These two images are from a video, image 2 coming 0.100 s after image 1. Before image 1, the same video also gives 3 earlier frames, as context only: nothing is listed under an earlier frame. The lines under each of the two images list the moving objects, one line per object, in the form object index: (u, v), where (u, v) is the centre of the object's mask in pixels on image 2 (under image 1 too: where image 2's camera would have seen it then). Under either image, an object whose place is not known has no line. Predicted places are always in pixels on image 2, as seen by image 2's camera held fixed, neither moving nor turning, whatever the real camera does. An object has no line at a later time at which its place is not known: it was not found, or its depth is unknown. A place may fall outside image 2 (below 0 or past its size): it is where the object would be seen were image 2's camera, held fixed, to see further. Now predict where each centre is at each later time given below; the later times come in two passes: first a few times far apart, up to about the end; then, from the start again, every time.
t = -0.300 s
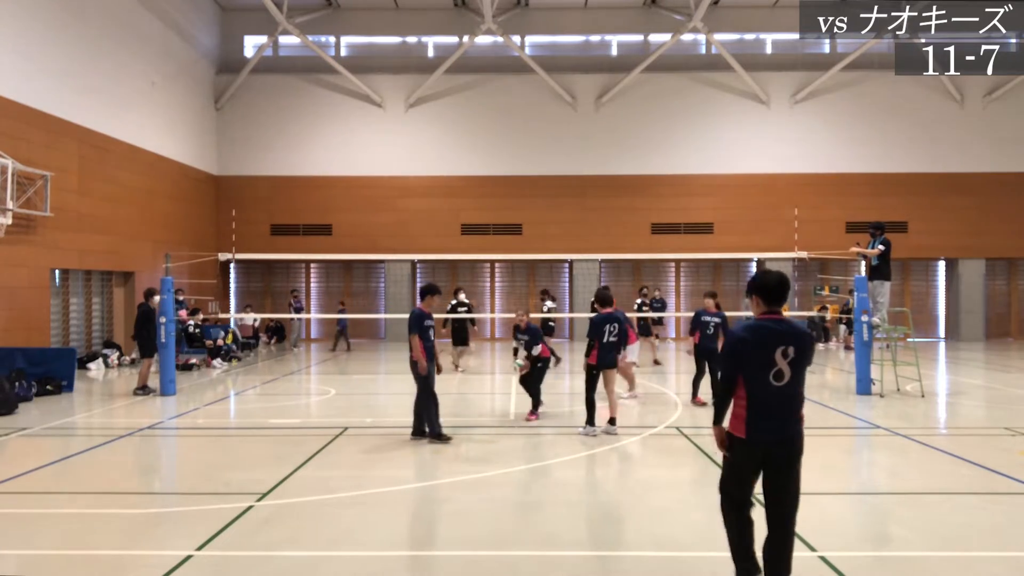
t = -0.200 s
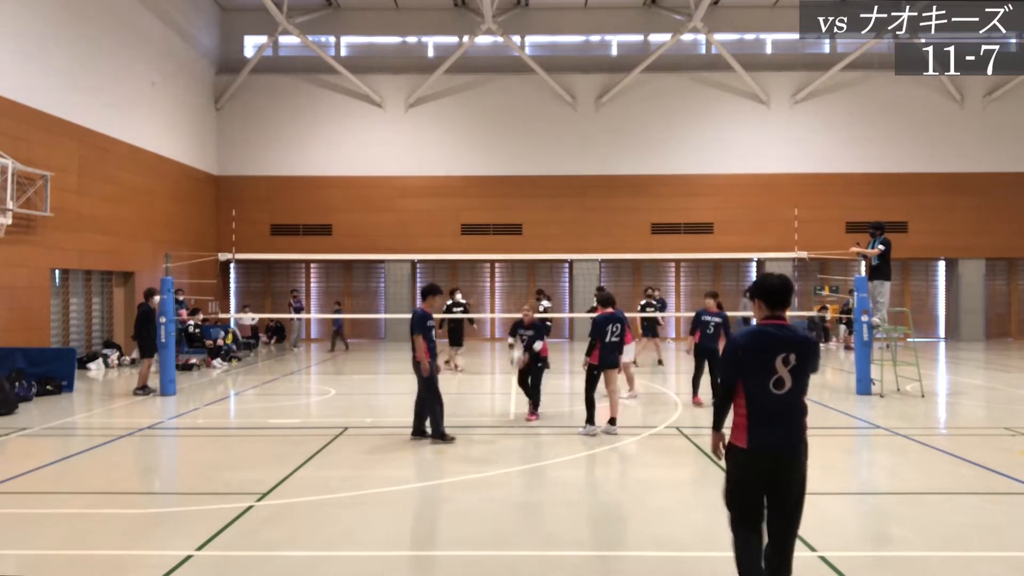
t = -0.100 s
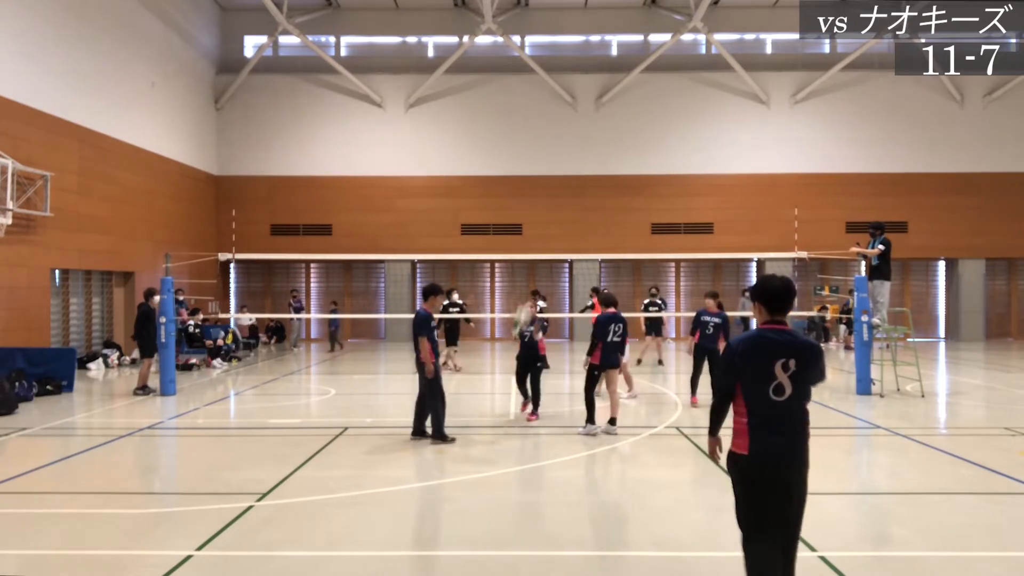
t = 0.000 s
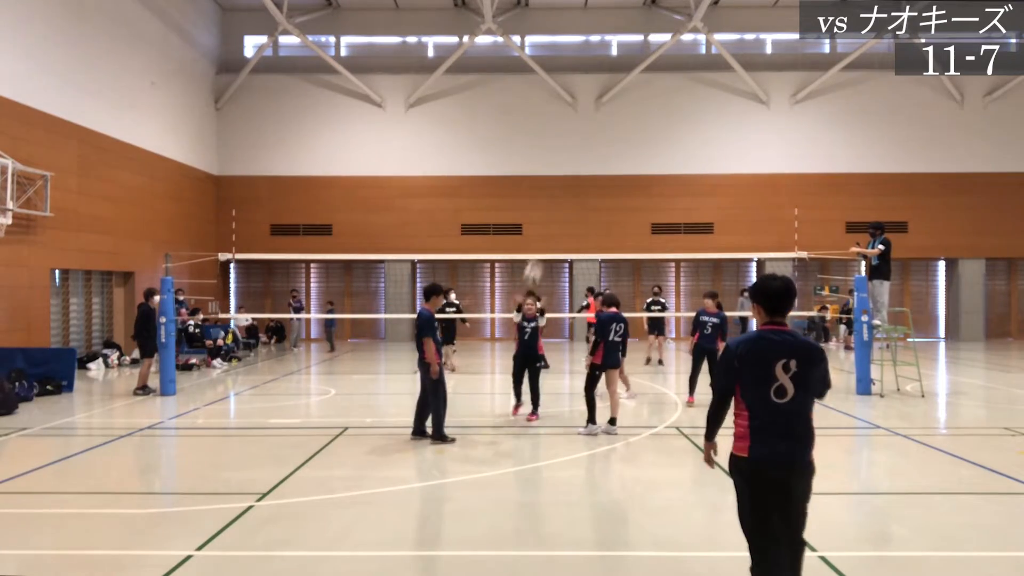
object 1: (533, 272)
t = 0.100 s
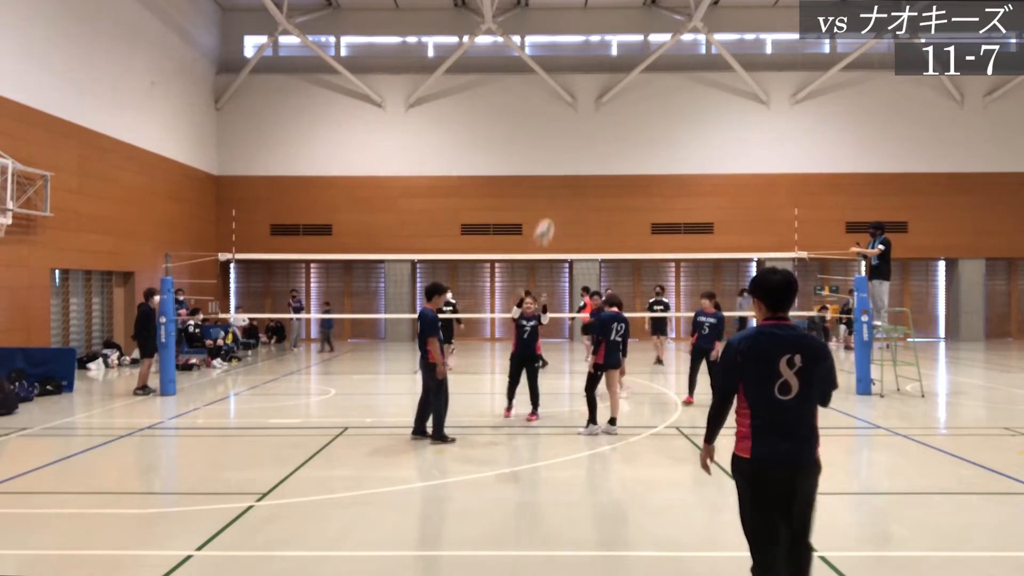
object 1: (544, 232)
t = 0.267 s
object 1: (565, 174)
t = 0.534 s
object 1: (607, 122)
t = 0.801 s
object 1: (668, 159)
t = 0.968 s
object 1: (721, 264)
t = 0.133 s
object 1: (548, 219)
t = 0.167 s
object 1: (552, 206)
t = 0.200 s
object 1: (556, 194)
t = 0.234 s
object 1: (561, 184)
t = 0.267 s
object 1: (565, 174)
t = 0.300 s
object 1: (570, 164)
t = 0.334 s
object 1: (574, 154)
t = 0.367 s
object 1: (579, 147)
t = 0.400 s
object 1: (585, 140)
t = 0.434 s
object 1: (591, 134)
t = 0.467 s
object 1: (596, 129)
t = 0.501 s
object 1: (602, 126)
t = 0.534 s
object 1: (607, 122)
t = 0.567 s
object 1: (614, 121)
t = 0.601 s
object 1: (621, 121)
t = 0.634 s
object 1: (628, 122)
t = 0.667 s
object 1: (636, 126)
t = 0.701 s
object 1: (643, 131)
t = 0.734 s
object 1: (651, 138)
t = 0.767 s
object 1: (660, 147)
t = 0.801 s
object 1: (668, 159)
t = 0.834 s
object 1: (679, 176)
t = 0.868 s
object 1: (689, 193)
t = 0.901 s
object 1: (698, 209)
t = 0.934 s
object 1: (710, 231)
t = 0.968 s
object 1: (721, 264)
